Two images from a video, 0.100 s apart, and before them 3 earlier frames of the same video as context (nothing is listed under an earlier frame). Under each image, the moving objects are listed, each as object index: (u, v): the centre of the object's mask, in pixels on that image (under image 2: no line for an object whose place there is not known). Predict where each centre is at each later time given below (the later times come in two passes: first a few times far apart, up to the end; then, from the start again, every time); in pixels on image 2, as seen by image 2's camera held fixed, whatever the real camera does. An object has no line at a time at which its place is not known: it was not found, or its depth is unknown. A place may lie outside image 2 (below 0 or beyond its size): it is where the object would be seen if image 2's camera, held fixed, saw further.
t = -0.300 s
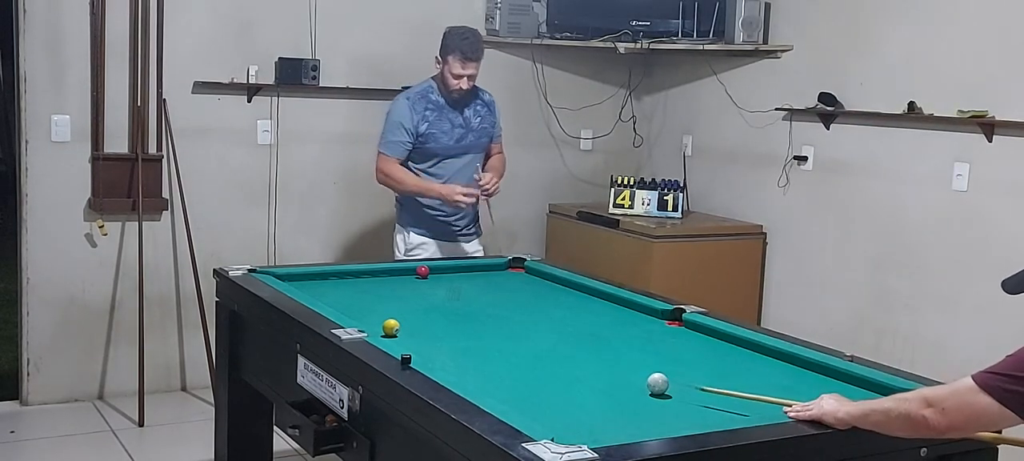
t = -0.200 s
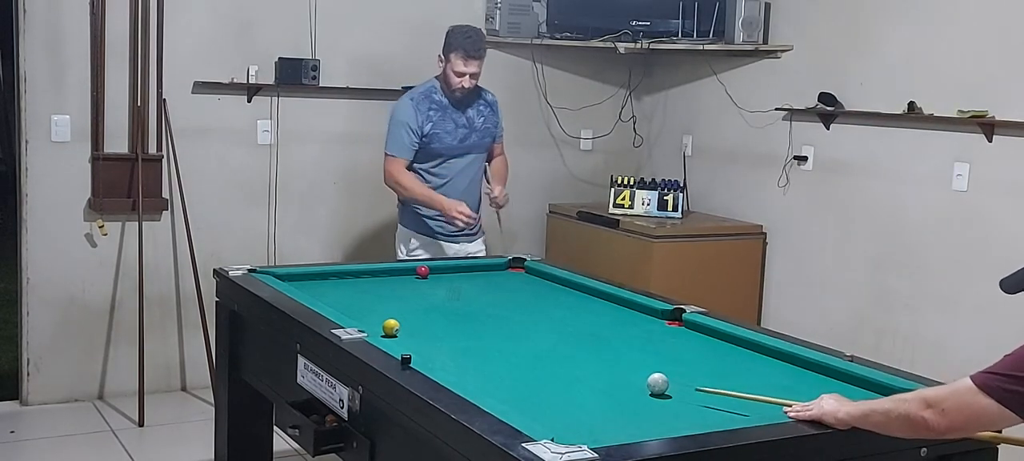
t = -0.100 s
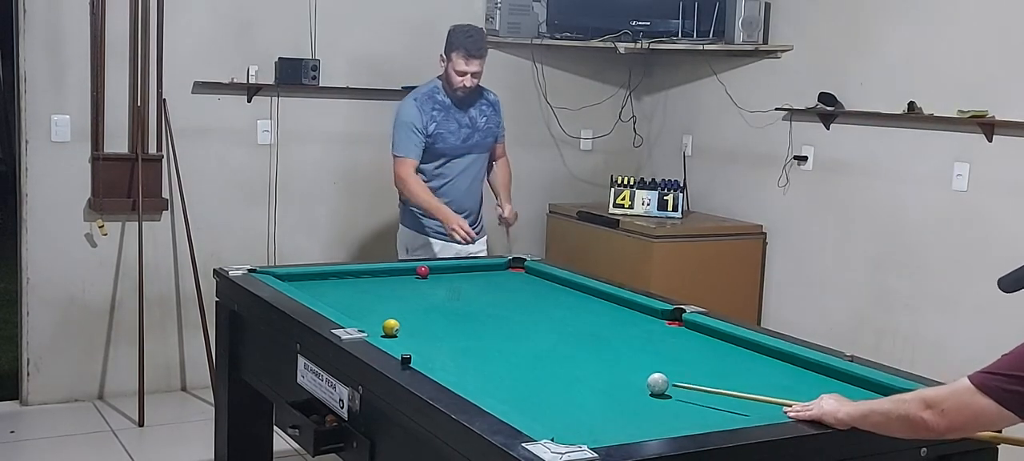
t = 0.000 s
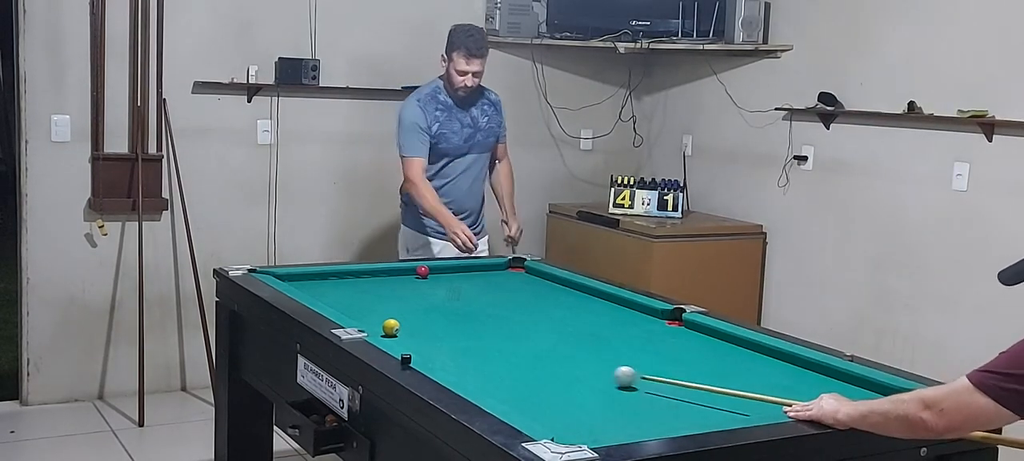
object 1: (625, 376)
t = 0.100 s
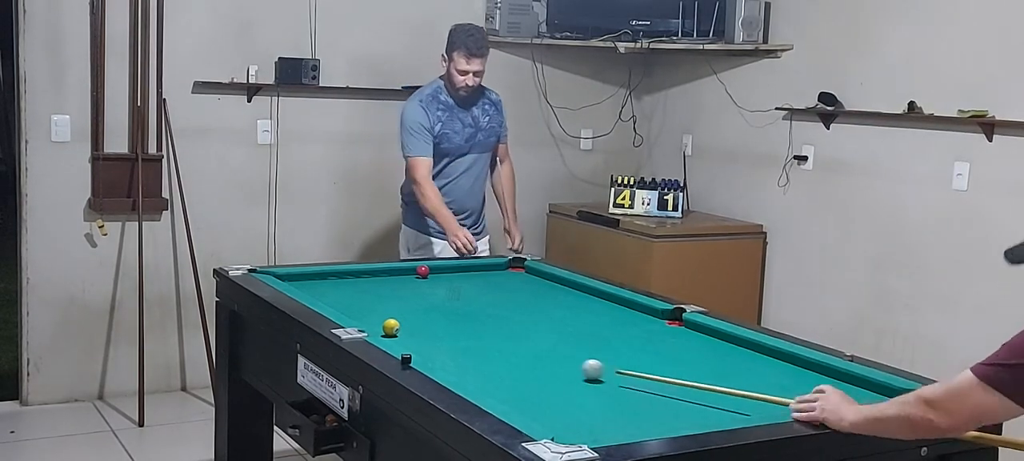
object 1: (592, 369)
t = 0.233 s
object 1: (551, 360)
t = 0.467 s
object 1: (485, 346)
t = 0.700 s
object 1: (426, 334)
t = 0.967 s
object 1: (391, 327)
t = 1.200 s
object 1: (374, 324)
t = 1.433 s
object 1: (361, 319)
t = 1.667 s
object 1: (355, 316)
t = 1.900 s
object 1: (357, 315)
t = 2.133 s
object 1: (359, 315)
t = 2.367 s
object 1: (362, 315)
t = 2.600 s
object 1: (365, 315)
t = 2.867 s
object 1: (365, 315)
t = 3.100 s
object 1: (365, 315)
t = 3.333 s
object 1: (365, 315)
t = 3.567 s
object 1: (365, 315)
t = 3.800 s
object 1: (365, 315)
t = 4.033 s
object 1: (365, 315)
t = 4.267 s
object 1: (365, 315)
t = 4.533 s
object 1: (365, 315)
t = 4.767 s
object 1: (365, 315)
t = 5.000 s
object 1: (365, 315)
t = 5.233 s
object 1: (365, 315)
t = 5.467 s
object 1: (365, 315)
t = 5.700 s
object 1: (364, 315)
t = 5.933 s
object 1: (364, 315)
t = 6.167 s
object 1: (362, 314)
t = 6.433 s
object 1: (365, 315)
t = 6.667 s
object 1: (364, 315)
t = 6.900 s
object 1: (364, 315)
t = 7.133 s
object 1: (364, 315)
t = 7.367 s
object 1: (365, 315)
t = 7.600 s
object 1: (365, 315)
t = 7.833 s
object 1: (365, 315)
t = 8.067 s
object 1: (365, 315)
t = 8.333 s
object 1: (365, 315)
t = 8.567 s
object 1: (365, 315)
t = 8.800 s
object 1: (365, 315)
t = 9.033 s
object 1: (365, 315)
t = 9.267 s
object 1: (365, 315)
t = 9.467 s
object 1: (368, 314)
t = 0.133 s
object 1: (582, 367)
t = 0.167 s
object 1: (571, 365)
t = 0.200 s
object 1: (561, 362)
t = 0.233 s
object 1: (551, 360)
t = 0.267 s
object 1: (541, 358)
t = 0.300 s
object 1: (531, 356)
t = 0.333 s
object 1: (522, 354)
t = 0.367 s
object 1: (513, 352)
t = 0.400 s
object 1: (503, 350)
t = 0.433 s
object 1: (494, 348)
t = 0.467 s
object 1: (485, 346)
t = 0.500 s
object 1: (476, 345)
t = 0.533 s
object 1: (468, 343)
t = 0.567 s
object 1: (459, 341)
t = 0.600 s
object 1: (450, 339)
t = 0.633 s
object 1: (442, 337)
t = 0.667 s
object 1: (434, 335)
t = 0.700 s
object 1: (426, 334)
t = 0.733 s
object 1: (418, 332)
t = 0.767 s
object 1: (411, 330)
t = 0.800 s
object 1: (404, 329)
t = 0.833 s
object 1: (402, 329)
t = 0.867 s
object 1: (399, 329)
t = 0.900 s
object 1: (397, 328)
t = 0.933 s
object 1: (394, 327)
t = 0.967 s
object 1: (391, 327)
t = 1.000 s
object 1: (388, 326)
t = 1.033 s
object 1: (386, 326)
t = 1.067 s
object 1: (383, 326)
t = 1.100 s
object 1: (381, 325)
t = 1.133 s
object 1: (378, 325)
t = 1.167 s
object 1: (376, 325)
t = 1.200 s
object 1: (374, 324)
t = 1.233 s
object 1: (372, 324)
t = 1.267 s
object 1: (370, 323)
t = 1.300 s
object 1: (368, 322)
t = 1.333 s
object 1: (366, 322)
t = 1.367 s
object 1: (365, 321)
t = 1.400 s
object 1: (363, 320)
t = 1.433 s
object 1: (361, 319)
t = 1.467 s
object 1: (359, 318)
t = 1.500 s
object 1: (357, 317)
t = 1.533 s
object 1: (355, 317)
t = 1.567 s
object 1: (355, 316)
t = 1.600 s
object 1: (355, 316)
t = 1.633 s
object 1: (355, 316)
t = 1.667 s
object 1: (355, 316)
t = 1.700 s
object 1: (355, 316)
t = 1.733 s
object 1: (356, 316)
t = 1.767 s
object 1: (356, 316)
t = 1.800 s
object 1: (356, 316)
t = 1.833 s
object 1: (356, 315)
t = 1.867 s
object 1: (357, 315)
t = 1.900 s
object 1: (357, 315)
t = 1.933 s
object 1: (357, 315)
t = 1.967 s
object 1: (357, 315)
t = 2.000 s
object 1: (358, 315)
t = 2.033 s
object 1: (358, 315)
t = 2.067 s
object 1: (358, 315)
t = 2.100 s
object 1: (359, 315)
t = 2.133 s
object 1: (359, 315)
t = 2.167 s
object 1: (360, 315)
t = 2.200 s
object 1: (360, 315)
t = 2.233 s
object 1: (361, 315)
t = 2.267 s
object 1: (361, 315)
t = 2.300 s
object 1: (361, 315)
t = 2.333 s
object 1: (362, 315)
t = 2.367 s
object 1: (362, 315)
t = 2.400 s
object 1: (363, 315)
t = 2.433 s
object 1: (363, 315)
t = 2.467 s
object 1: (364, 315)
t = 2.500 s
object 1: (364, 315)
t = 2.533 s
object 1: (364, 315)
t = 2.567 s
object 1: (364, 315)
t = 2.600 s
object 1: (365, 315)
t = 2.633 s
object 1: (365, 315)
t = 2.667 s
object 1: (365, 315)
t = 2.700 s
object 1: (365, 315)
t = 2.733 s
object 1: (365, 315)
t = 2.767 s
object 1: (365, 315)
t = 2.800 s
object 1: (365, 315)
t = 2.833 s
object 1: (365, 315)
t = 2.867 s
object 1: (365, 315)
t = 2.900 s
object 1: (365, 315)
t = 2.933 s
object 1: (365, 315)
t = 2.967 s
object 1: (365, 315)
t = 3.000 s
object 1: (365, 315)
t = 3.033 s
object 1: (365, 315)
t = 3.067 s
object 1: (365, 315)
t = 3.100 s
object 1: (365, 315)
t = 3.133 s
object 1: (365, 315)
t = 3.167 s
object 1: (365, 315)
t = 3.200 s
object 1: (365, 315)
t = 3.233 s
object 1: (365, 315)
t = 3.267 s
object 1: (365, 315)
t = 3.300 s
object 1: (365, 315)
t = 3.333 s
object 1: (365, 315)
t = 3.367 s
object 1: (365, 315)
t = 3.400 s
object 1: (365, 315)
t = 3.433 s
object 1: (365, 315)
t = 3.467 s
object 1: (365, 315)
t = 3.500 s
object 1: (365, 315)
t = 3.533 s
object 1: (365, 315)
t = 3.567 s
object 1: (365, 315)
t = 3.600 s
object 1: (365, 315)
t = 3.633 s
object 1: (365, 315)
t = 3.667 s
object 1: (365, 315)
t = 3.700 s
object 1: (365, 315)
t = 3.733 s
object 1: (365, 315)
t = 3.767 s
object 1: (365, 315)
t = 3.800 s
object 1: (365, 315)
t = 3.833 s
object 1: (365, 315)
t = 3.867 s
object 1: (365, 315)
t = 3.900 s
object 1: (365, 315)
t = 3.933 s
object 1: (365, 315)
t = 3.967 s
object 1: (365, 315)
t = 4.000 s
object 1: (365, 315)
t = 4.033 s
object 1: (365, 315)
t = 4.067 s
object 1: (365, 315)
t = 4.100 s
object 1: (365, 315)
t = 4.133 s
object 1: (365, 315)
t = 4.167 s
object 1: (365, 315)
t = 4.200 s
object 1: (365, 315)
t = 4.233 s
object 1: (365, 315)
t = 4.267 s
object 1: (365, 315)
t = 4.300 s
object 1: (365, 315)
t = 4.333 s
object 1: (365, 315)
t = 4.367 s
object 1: (365, 315)
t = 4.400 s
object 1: (365, 315)
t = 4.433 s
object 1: (365, 315)
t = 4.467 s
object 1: (365, 315)
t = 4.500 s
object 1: (365, 315)
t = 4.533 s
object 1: (365, 315)
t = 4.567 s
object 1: (365, 315)
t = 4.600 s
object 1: (365, 315)
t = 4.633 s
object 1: (365, 315)
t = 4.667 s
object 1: (365, 315)
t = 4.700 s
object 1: (365, 315)
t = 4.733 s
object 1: (365, 315)
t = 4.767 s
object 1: (365, 315)
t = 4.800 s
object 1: (365, 315)
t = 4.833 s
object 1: (365, 315)
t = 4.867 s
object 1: (365, 315)
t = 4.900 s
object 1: (365, 315)
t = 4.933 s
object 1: (365, 315)
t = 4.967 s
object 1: (365, 315)
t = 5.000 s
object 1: (365, 315)
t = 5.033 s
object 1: (365, 315)
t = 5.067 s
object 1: (365, 315)
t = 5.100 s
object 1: (365, 315)
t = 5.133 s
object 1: (365, 315)
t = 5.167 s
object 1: (365, 315)
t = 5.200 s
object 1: (365, 315)
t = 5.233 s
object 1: (365, 315)
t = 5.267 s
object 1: (365, 315)
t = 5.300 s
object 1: (365, 315)
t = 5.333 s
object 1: (365, 315)
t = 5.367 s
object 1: (365, 315)
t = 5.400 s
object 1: (365, 315)
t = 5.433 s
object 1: (365, 315)
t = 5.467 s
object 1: (365, 315)
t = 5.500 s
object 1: (365, 315)
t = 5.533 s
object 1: (365, 315)
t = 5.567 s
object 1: (364, 315)
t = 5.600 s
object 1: (364, 315)
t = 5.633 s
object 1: (364, 315)
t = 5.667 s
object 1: (364, 315)
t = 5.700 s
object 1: (364, 315)
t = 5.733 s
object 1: (365, 315)
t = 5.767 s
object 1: (365, 315)
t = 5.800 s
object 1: (364, 315)
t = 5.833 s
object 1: (364, 315)
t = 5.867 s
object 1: (364, 315)
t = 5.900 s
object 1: (364, 315)
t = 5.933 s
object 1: (364, 315)
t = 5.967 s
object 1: (364, 315)
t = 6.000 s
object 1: (364, 315)
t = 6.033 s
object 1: (364, 315)
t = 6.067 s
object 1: (365, 316)
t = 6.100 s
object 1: (367, 317)
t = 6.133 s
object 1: (361, 311)
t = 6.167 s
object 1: (362, 314)
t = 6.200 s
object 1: (364, 314)
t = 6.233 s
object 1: (364, 315)
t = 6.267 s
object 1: (364, 315)
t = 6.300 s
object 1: (364, 315)
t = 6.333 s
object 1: (364, 315)
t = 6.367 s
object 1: (364, 315)
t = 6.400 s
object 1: (365, 315)
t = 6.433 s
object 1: (365, 315)
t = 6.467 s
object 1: (365, 315)
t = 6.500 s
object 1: (365, 315)
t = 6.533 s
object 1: (365, 315)
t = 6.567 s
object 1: (364, 315)
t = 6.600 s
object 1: (364, 315)
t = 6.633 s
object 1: (364, 315)
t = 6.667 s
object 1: (364, 315)
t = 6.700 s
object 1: (364, 315)
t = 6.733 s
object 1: (364, 315)
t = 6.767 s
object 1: (364, 315)
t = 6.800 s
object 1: (364, 315)
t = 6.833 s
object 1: (364, 315)
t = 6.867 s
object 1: (364, 315)
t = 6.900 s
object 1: (364, 315)
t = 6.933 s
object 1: (364, 315)
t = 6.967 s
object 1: (365, 315)
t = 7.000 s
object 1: (365, 315)
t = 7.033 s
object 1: (365, 315)
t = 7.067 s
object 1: (364, 315)
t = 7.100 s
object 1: (364, 315)
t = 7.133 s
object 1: (364, 315)
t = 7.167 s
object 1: (364, 315)
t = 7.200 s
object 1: (364, 315)
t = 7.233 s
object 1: (364, 315)
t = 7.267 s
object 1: (364, 315)
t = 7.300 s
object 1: (365, 315)
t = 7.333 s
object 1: (365, 315)
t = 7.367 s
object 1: (365, 315)
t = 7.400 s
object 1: (365, 315)
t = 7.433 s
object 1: (365, 315)
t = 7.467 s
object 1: (365, 315)
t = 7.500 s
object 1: (365, 315)
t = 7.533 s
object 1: (365, 315)
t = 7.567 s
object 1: (365, 315)
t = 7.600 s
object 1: (365, 315)
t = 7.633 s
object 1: (365, 315)
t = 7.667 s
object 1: (365, 315)
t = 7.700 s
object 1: (365, 315)
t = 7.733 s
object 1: (365, 315)
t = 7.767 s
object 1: (365, 315)
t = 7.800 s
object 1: (365, 315)
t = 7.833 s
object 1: (365, 315)
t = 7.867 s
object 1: (365, 315)
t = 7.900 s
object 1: (365, 315)
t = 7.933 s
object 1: (365, 315)
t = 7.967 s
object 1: (365, 315)
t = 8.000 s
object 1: (365, 315)
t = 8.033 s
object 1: (365, 315)
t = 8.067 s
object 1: (365, 315)
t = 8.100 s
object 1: (365, 315)
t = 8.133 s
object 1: (365, 315)
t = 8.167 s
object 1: (365, 315)
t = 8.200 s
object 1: (365, 315)
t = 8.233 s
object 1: (365, 315)
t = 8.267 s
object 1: (365, 315)
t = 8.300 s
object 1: (365, 315)
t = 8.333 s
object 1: (365, 315)
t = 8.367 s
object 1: (365, 315)
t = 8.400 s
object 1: (365, 315)
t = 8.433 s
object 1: (365, 315)
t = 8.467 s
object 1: (365, 315)
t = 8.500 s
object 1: (365, 315)
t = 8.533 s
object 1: (365, 315)
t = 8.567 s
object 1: (365, 315)
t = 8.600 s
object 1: (365, 315)
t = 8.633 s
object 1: (365, 315)
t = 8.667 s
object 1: (365, 315)
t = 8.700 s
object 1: (365, 315)
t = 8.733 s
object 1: (365, 315)
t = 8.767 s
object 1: (365, 315)
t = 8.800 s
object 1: (365, 315)
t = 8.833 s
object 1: (365, 315)
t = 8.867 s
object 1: (365, 315)
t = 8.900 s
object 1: (365, 315)
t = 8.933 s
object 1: (365, 315)
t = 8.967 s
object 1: (365, 315)
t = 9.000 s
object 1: (365, 315)
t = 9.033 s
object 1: (365, 315)
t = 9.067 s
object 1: (365, 315)
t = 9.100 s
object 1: (365, 315)
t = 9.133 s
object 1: (365, 315)
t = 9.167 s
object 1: (365, 315)
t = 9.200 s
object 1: (365, 315)
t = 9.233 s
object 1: (365, 315)
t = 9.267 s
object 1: (365, 315)
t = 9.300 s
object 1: (364, 315)
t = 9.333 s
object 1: (365, 315)
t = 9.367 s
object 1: (364, 315)
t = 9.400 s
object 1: (364, 315)
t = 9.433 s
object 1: (365, 315)
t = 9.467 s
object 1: (368, 314)
